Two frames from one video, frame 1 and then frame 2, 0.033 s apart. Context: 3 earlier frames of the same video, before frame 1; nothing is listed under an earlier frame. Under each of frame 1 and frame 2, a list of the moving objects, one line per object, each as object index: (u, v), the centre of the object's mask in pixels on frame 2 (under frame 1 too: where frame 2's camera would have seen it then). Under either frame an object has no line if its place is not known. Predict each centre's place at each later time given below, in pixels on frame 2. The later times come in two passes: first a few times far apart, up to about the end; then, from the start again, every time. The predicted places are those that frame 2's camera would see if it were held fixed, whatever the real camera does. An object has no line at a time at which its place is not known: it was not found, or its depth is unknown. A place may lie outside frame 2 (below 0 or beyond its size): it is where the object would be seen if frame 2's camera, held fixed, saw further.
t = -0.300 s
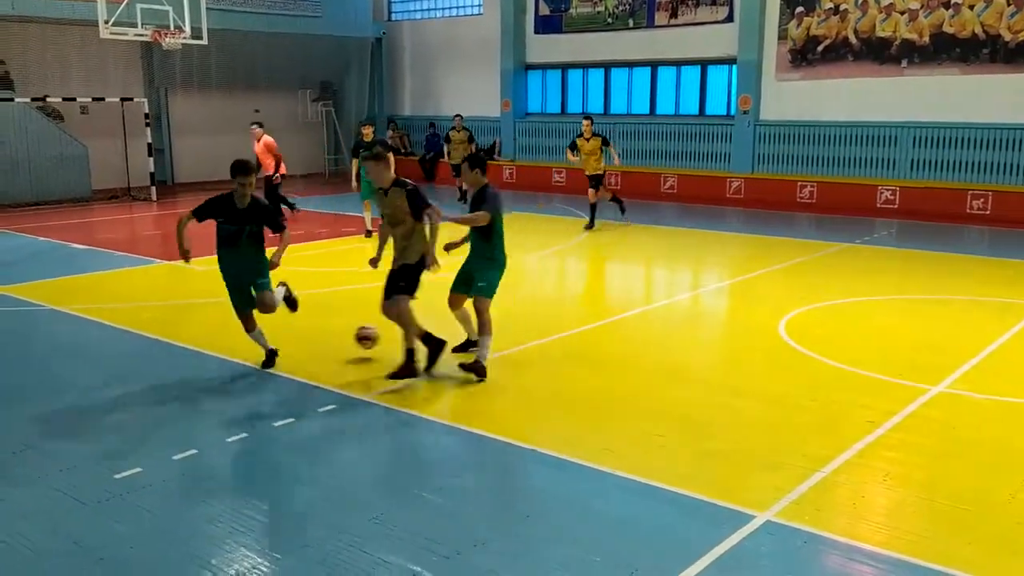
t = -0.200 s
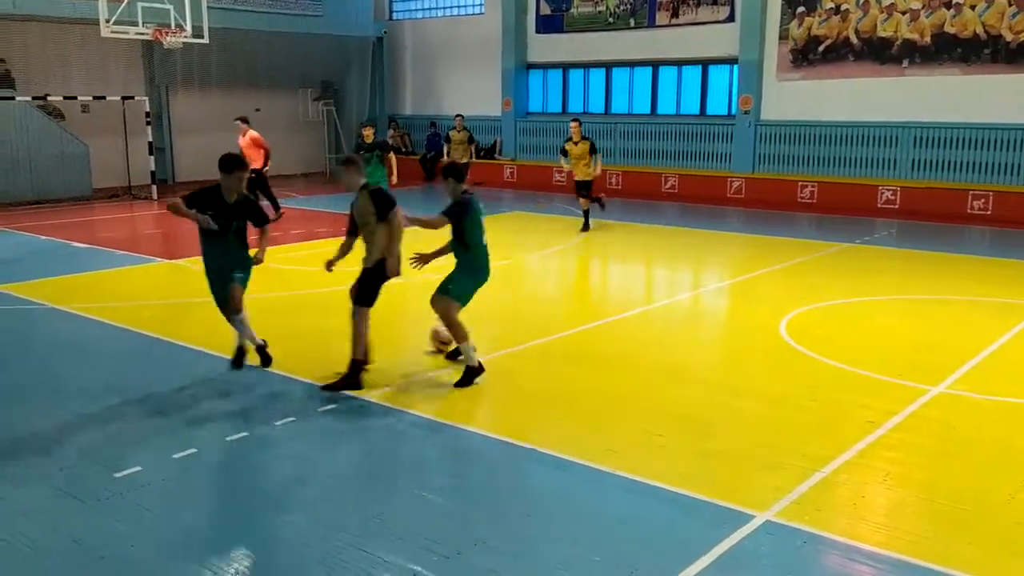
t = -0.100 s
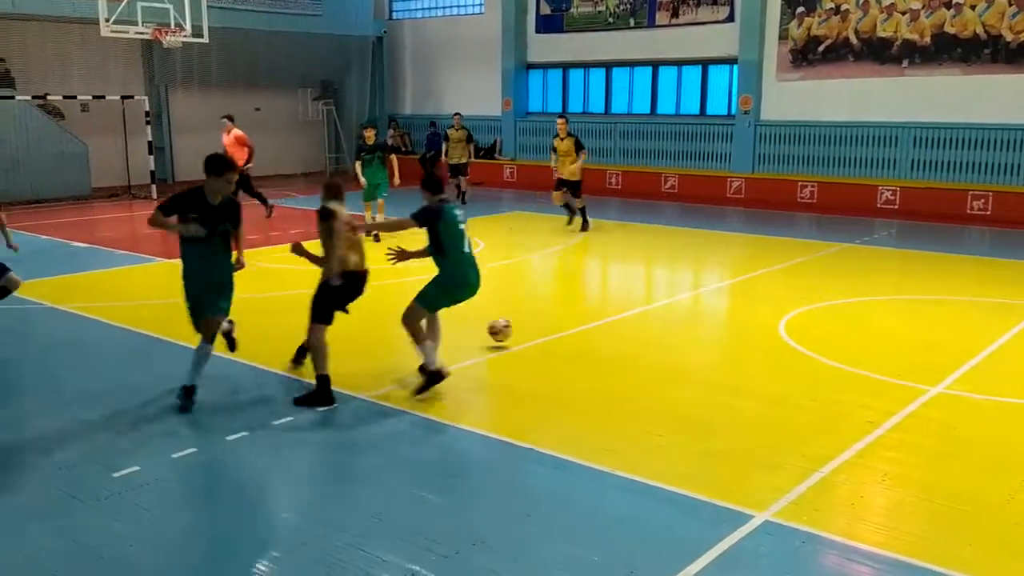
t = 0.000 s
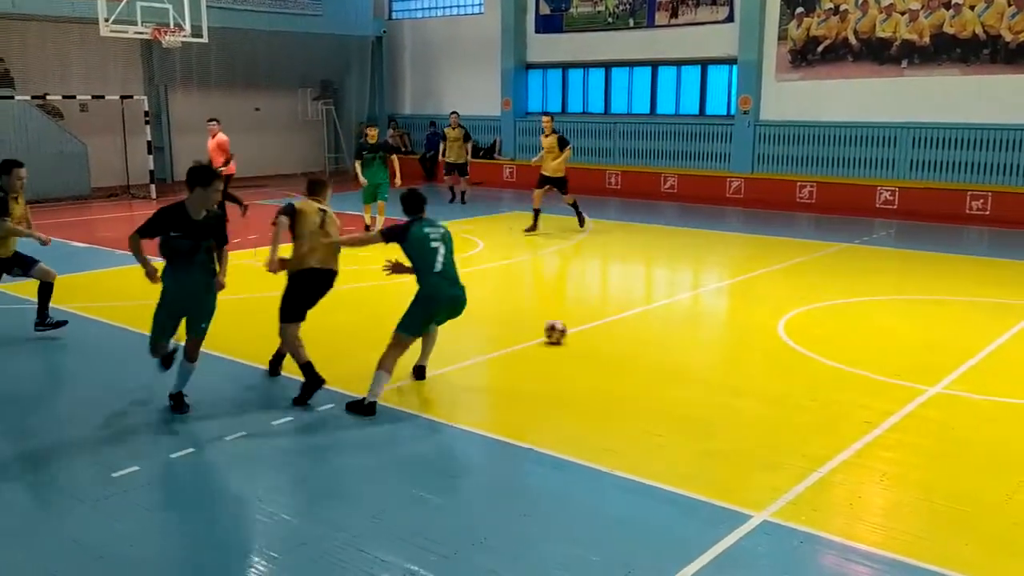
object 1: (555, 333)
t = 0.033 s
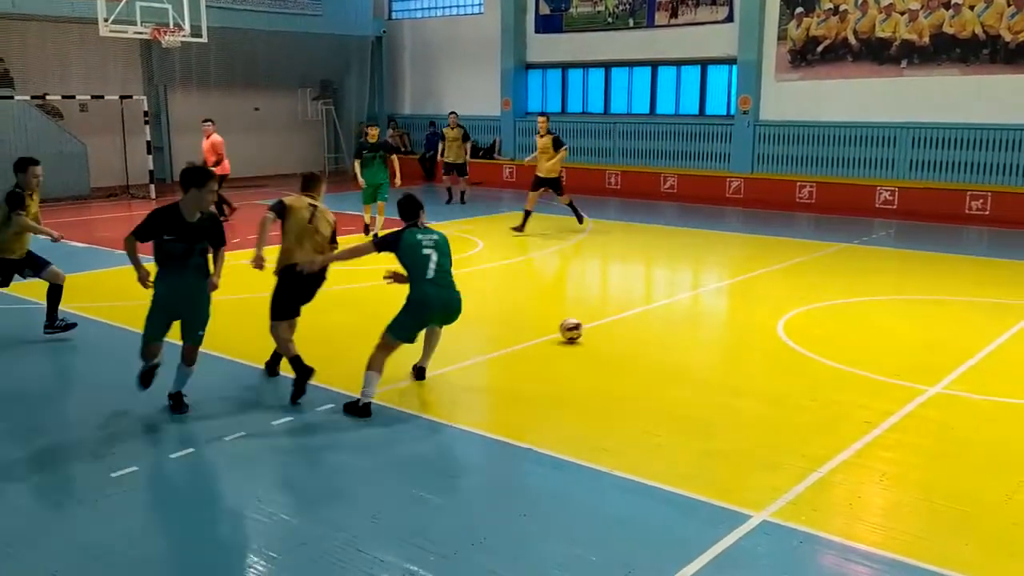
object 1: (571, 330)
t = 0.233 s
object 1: (657, 327)
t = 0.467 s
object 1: (749, 323)
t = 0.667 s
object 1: (824, 320)
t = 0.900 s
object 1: (910, 317)
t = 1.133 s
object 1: (991, 314)
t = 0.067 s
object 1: (586, 328)
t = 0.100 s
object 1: (601, 327)
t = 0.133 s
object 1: (616, 328)
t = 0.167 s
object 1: (629, 329)
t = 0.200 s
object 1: (644, 328)
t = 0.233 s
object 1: (657, 327)
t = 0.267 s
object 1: (671, 327)
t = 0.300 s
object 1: (684, 326)
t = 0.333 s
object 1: (697, 326)
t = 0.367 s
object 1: (711, 325)
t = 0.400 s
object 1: (724, 325)
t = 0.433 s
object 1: (737, 323)
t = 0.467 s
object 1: (749, 323)
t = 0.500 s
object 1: (762, 323)
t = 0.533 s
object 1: (775, 322)
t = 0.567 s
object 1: (788, 321)
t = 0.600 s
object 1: (800, 321)
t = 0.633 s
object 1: (812, 321)
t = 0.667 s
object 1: (824, 320)
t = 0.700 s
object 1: (837, 319)
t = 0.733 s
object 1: (850, 319)
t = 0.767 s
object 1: (862, 318)
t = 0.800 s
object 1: (873, 317)
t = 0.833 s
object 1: (885, 318)
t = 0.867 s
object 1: (897, 318)
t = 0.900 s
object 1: (910, 317)
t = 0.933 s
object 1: (921, 317)
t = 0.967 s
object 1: (932, 316)
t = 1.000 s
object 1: (945, 315)
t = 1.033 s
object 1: (956, 315)
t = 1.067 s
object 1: (969, 315)
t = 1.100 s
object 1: (980, 314)
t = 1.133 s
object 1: (991, 314)
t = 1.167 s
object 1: (1002, 313)
